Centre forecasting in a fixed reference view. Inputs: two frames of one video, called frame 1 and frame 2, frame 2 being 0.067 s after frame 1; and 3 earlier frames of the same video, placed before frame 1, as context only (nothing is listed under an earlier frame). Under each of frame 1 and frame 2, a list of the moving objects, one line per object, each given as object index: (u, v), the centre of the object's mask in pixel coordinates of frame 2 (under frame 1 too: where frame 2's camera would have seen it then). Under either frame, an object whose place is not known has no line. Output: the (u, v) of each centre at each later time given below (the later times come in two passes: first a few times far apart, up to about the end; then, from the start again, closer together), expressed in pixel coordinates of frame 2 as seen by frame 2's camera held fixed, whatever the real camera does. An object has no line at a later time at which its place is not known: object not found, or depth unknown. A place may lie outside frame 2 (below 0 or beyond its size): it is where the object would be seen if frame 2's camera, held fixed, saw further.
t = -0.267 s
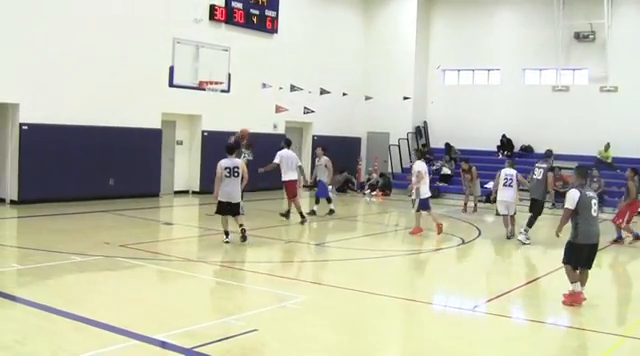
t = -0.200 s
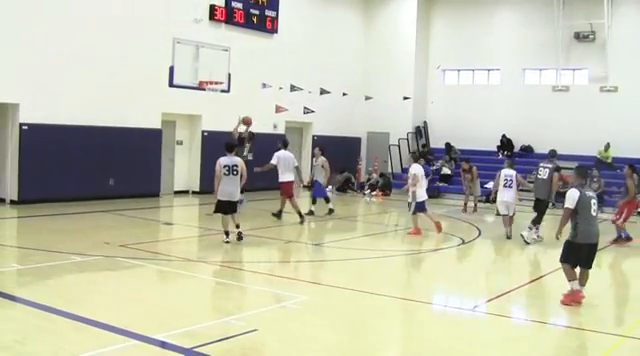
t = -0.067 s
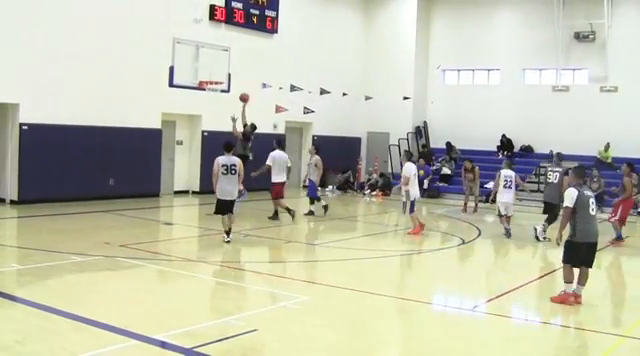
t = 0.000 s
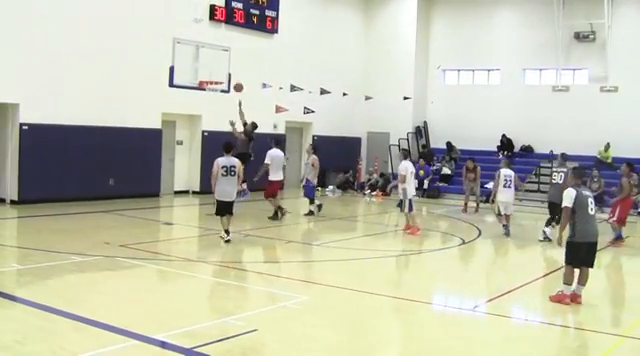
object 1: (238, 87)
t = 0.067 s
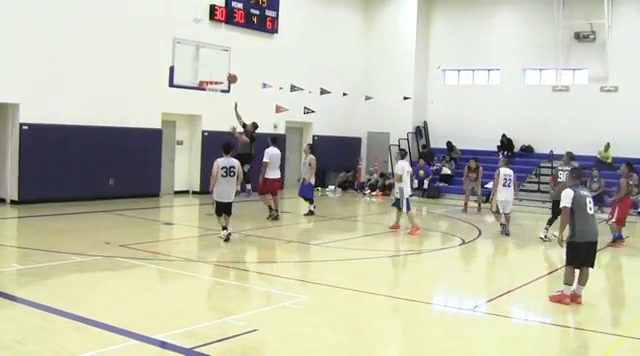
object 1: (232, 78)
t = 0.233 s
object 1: (216, 65)
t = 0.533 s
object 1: (216, 76)
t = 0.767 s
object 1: (208, 91)
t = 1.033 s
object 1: (208, 103)
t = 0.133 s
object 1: (225, 72)
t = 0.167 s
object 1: (222, 69)
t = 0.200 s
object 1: (219, 67)
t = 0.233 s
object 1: (216, 65)
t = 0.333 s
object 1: (213, 64)
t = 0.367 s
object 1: (214, 65)
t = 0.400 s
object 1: (214, 66)
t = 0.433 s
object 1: (215, 68)
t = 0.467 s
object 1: (215, 70)
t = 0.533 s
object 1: (216, 76)
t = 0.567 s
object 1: (217, 79)
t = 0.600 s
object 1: (215, 82)
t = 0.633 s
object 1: (214, 84)
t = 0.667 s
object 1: (213, 85)
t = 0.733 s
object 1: (209, 90)
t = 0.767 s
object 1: (208, 91)
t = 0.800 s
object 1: (208, 91)
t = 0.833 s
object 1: (208, 92)
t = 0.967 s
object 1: (208, 97)
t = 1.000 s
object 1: (208, 100)
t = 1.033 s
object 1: (208, 103)
